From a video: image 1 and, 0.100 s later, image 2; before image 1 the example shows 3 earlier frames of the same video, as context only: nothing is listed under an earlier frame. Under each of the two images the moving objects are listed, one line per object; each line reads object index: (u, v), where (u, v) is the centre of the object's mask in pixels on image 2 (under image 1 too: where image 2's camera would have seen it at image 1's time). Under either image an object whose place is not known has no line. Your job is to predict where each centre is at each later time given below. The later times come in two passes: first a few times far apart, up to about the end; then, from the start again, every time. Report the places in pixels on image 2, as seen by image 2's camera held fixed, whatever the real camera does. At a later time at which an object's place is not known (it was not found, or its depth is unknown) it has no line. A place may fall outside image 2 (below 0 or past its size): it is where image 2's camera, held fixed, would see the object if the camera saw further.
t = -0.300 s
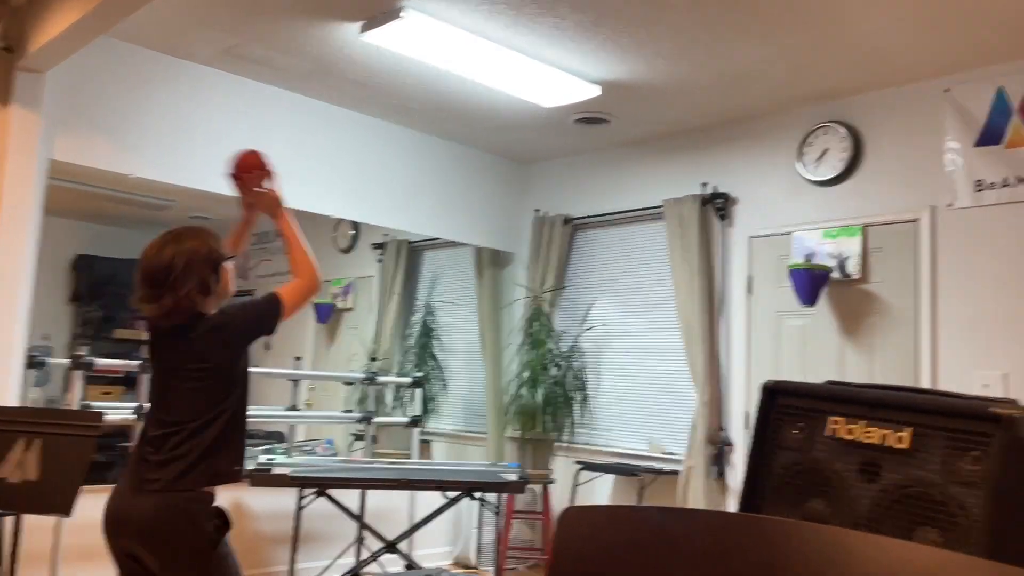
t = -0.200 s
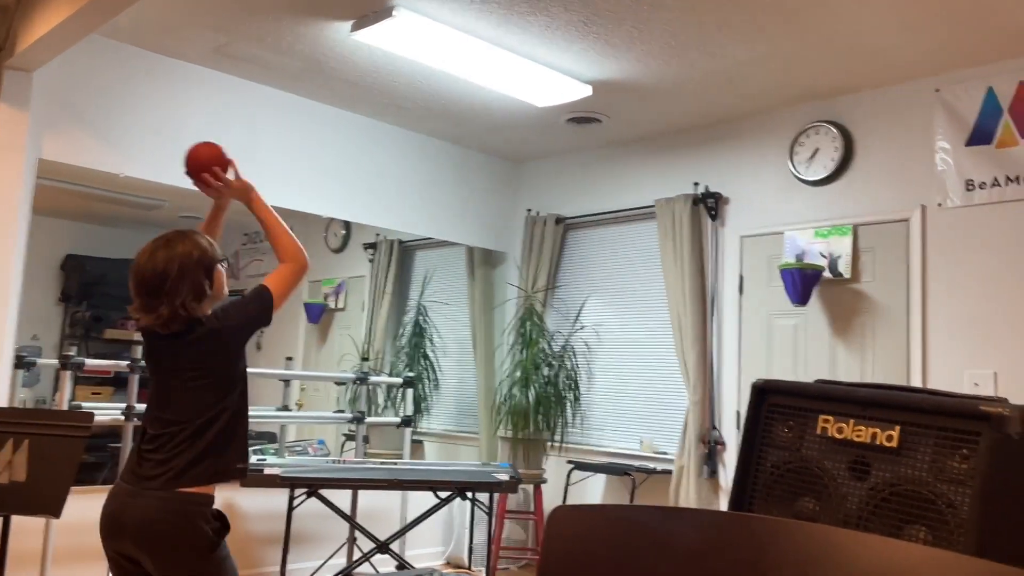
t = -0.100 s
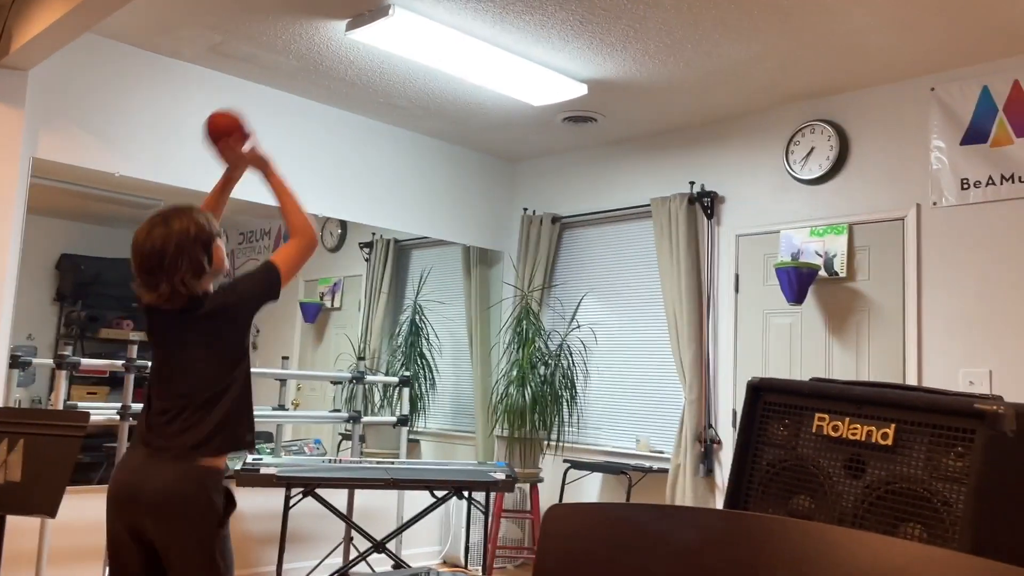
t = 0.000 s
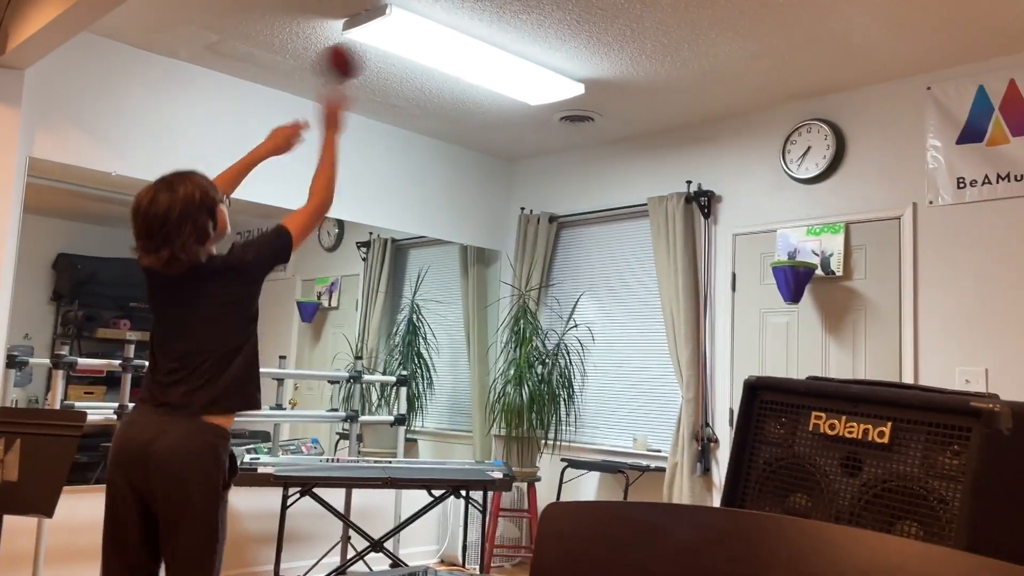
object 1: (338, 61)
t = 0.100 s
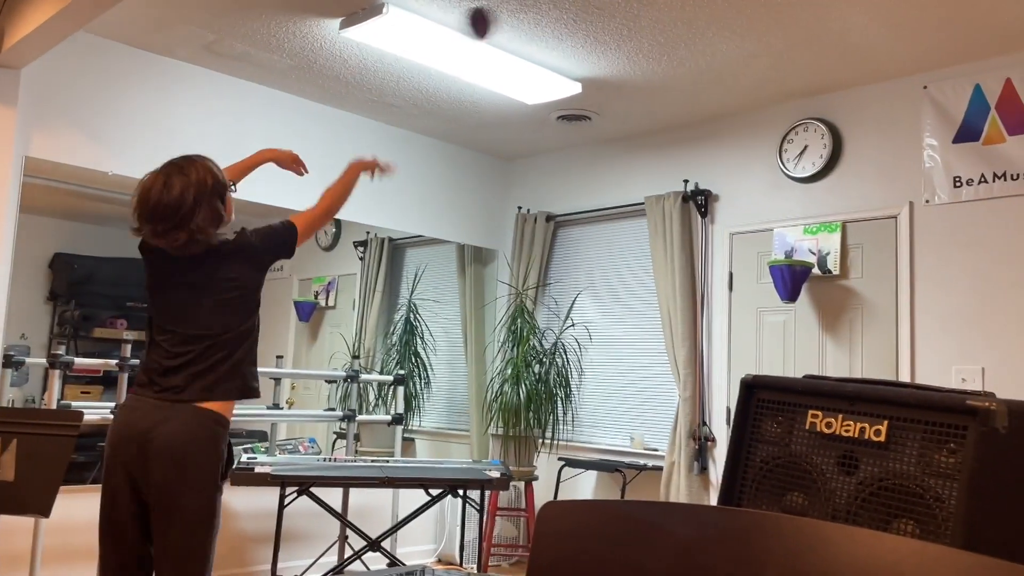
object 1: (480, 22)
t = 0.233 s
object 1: (617, 19)
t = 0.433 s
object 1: (757, 85)
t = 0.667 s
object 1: (827, 198)
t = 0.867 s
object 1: (754, 303)
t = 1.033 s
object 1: (682, 485)
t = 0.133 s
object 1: (519, 16)
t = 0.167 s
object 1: (555, 15)
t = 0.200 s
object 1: (587, 16)
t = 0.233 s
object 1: (617, 19)
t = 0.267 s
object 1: (644, 25)
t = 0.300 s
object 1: (669, 34)
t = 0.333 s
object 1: (693, 44)
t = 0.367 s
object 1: (716, 56)
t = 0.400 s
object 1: (737, 70)
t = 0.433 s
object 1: (757, 85)
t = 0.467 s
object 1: (776, 101)
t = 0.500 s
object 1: (793, 117)
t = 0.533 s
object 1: (812, 136)
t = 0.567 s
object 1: (828, 158)
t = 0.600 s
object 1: (846, 180)
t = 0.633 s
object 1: (838, 189)
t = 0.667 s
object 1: (827, 198)
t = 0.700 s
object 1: (816, 208)
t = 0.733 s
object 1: (805, 221)
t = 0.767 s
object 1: (792, 238)
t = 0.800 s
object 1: (780, 256)
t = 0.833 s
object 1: (766, 279)
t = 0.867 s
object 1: (754, 303)
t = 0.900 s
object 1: (741, 332)
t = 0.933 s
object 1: (727, 364)
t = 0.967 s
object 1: (709, 400)
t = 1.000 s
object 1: (698, 441)
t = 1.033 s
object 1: (682, 485)
